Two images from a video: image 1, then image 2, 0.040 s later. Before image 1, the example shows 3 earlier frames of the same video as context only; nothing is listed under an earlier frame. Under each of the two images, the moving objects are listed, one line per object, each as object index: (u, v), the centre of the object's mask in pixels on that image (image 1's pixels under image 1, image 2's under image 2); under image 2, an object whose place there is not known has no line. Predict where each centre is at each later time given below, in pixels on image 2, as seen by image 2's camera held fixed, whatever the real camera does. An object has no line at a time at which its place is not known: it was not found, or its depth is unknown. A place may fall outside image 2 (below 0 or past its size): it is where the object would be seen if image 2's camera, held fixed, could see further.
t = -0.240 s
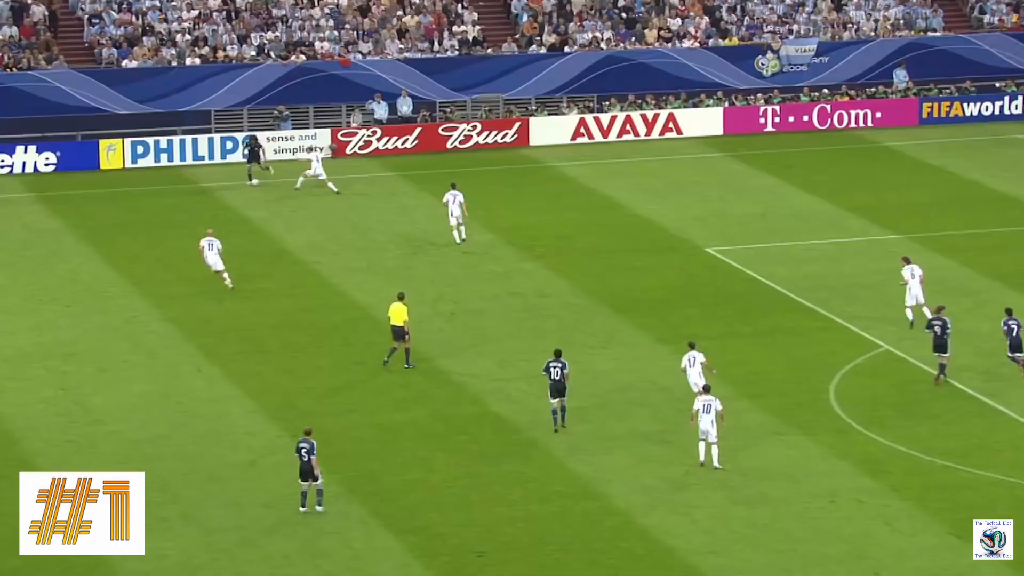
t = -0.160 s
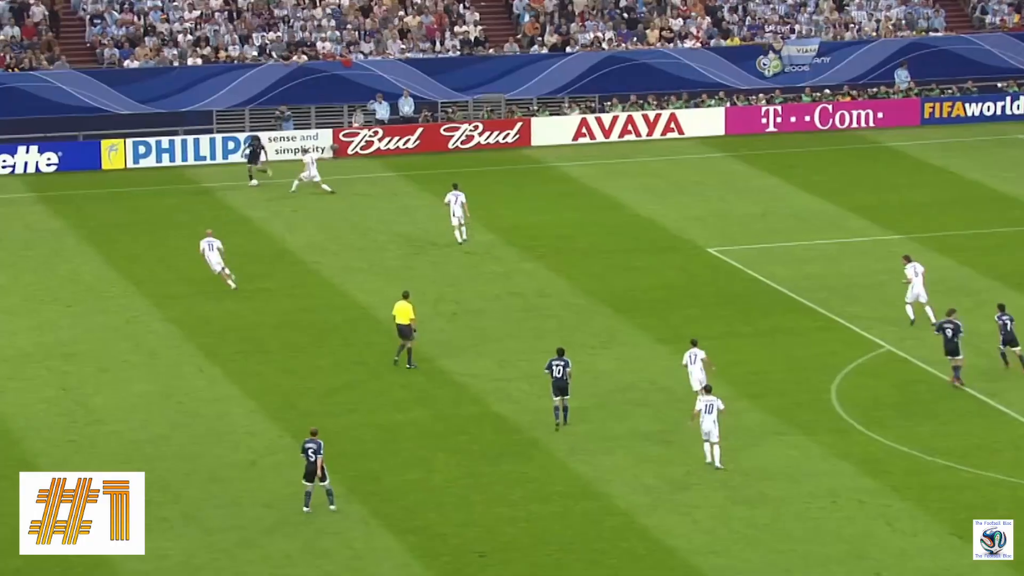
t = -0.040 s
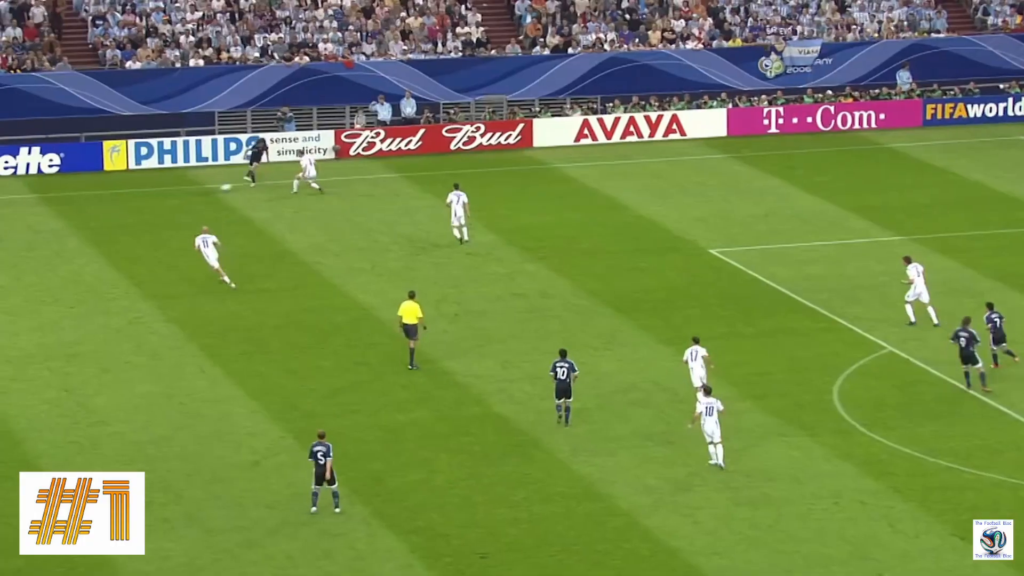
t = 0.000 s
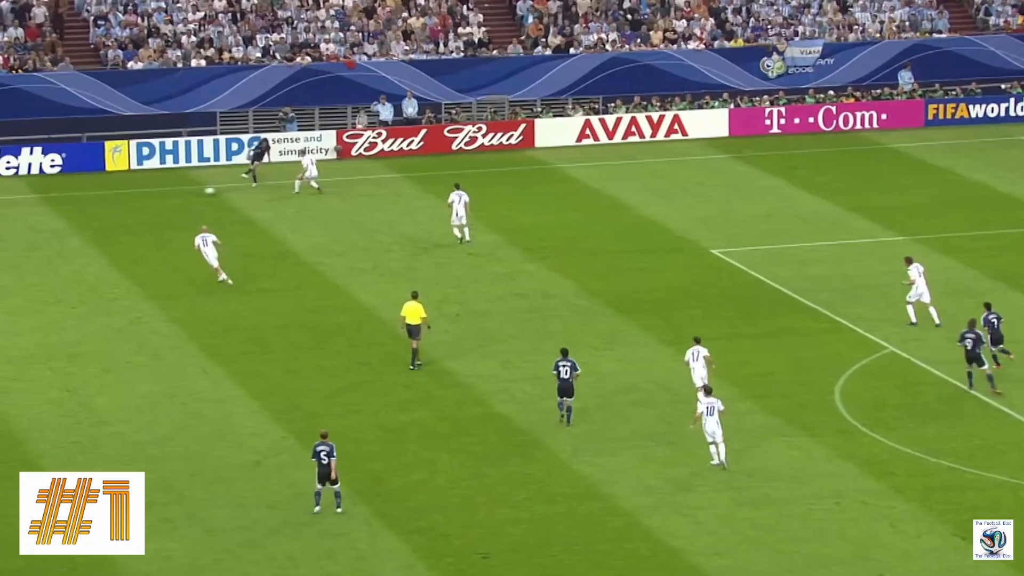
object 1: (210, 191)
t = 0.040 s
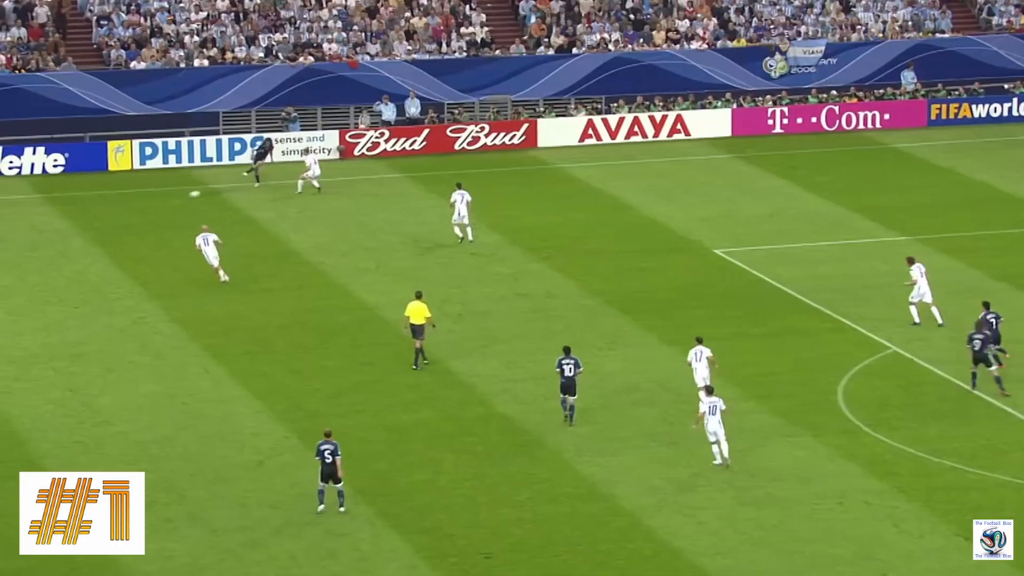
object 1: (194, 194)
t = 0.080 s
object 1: (178, 197)
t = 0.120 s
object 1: (163, 199)
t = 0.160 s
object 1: (148, 201)
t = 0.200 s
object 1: (132, 204)
